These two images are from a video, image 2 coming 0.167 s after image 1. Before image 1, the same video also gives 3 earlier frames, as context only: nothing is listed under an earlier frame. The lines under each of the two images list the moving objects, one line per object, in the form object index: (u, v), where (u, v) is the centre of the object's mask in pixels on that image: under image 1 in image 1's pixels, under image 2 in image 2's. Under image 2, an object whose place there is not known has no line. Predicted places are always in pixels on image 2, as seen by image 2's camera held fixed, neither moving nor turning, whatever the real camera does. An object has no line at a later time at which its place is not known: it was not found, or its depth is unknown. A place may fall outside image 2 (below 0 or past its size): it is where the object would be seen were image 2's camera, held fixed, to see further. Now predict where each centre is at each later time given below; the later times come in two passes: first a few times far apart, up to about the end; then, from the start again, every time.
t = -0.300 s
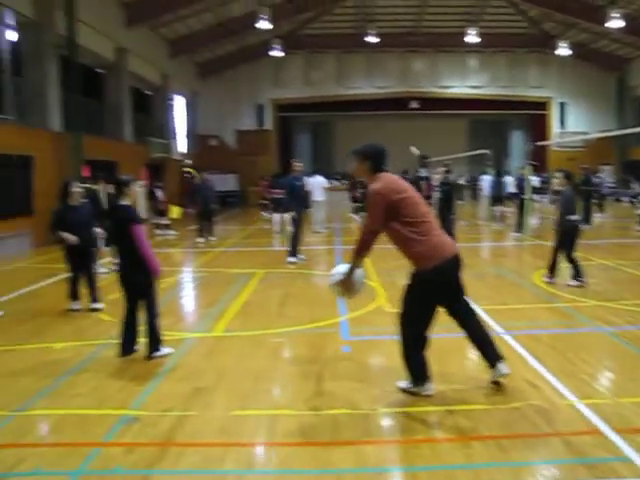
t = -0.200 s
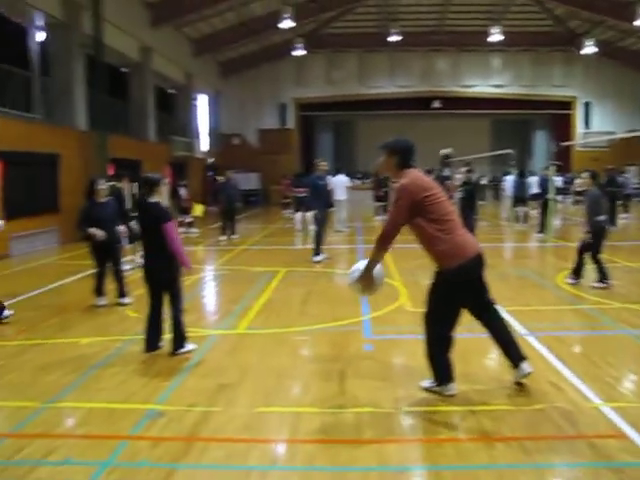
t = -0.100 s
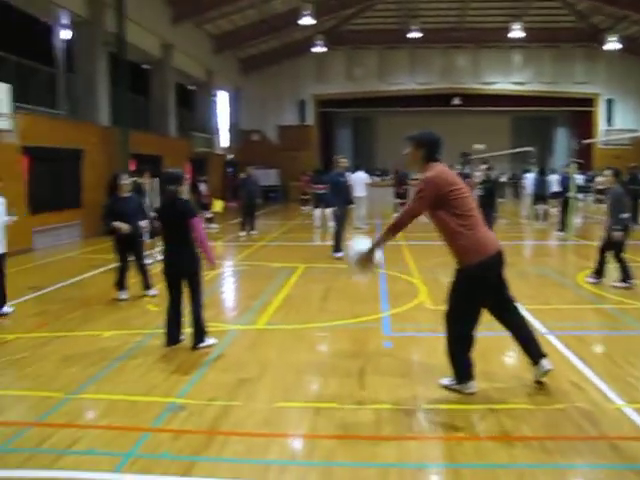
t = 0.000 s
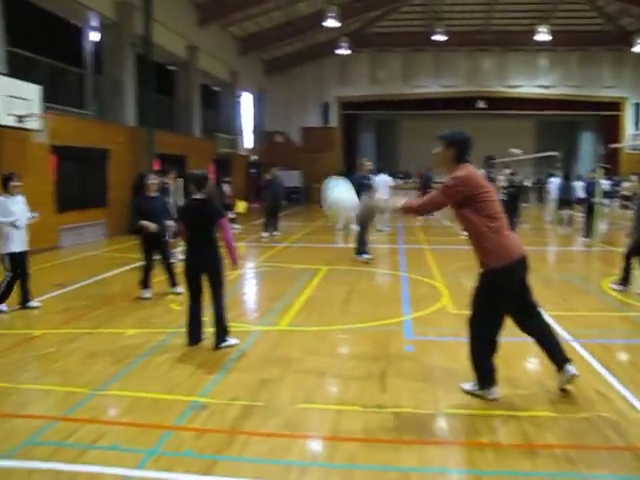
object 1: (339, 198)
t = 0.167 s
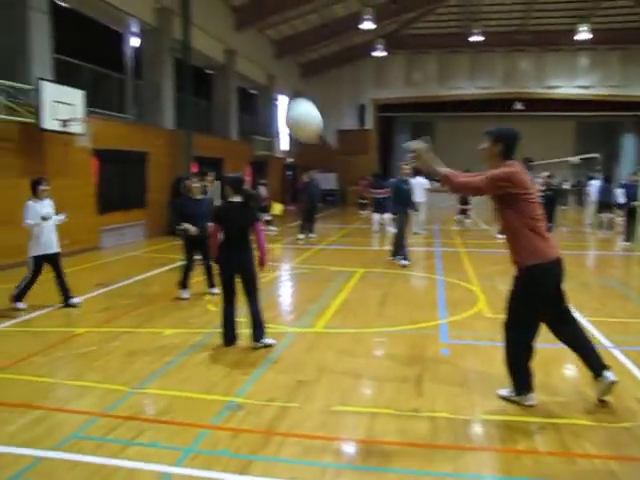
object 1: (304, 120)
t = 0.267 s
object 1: (263, 89)
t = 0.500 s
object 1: (184, 72)
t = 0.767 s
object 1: (111, 127)
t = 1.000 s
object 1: (64, 229)
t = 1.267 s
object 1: (25, 307)
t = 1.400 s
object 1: (7, 261)
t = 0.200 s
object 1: (290, 107)
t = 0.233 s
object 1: (275, 97)
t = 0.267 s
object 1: (263, 89)
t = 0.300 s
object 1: (251, 82)
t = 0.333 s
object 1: (239, 77)
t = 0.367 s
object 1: (227, 74)
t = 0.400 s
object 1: (216, 71)
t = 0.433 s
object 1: (205, 70)
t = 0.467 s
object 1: (194, 70)
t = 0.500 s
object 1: (184, 72)
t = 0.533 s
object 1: (174, 75)
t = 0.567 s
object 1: (164, 79)
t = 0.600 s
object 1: (155, 84)
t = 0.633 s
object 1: (145, 91)
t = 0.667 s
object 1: (137, 98)
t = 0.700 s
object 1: (128, 107)
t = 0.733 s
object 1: (119, 116)
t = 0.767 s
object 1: (111, 127)
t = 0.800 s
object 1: (104, 139)
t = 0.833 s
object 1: (97, 151)
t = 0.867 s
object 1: (89, 164)
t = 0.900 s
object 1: (82, 180)
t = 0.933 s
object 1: (76, 195)
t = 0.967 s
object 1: (69, 213)
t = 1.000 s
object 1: (64, 229)
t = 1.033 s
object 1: (57, 247)
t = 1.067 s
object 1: (52, 265)
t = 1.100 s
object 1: (48, 284)
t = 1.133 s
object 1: (43, 303)
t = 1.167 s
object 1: (39, 324)
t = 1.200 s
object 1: (33, 339)
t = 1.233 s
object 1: (28, 322)
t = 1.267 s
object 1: (25, 307)
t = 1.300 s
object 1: (20, 294)
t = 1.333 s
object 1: (17, 282)
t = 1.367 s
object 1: (12, 270)
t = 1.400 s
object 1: (7, 261)
